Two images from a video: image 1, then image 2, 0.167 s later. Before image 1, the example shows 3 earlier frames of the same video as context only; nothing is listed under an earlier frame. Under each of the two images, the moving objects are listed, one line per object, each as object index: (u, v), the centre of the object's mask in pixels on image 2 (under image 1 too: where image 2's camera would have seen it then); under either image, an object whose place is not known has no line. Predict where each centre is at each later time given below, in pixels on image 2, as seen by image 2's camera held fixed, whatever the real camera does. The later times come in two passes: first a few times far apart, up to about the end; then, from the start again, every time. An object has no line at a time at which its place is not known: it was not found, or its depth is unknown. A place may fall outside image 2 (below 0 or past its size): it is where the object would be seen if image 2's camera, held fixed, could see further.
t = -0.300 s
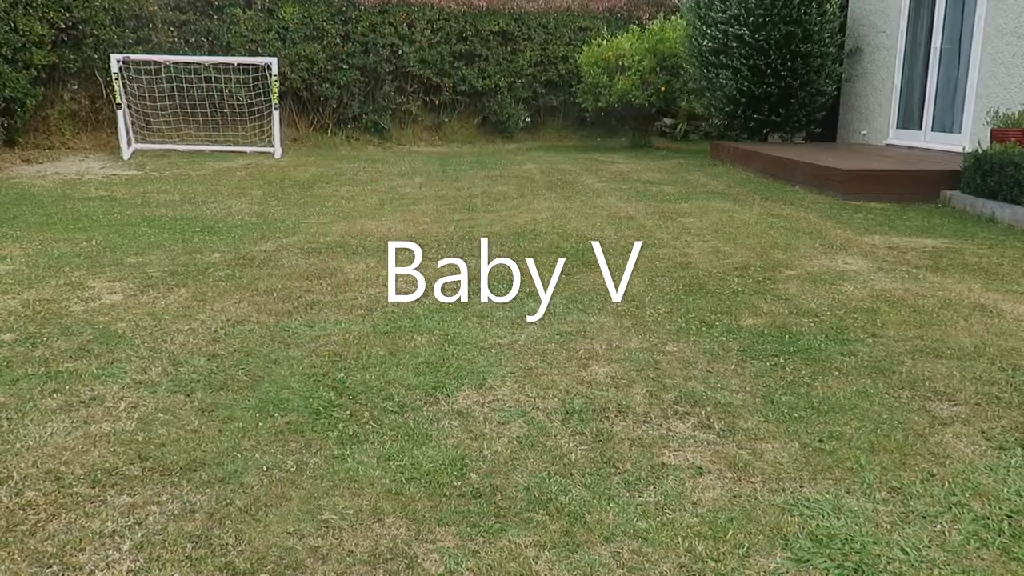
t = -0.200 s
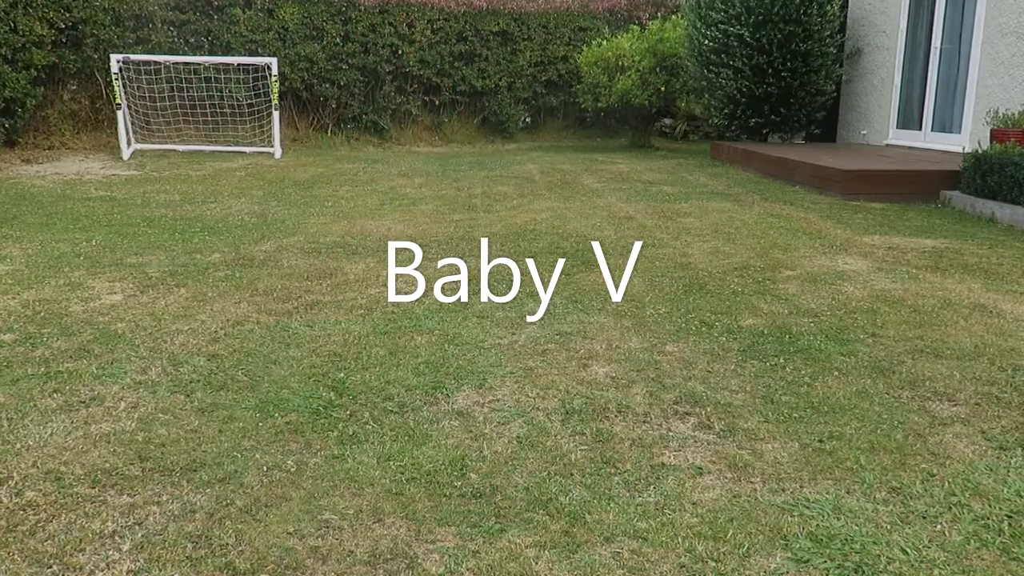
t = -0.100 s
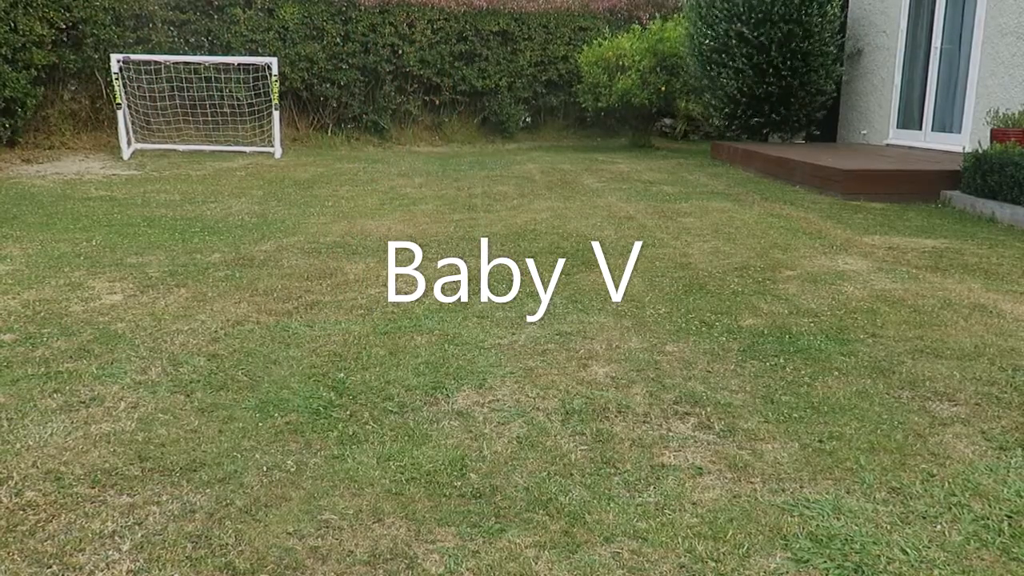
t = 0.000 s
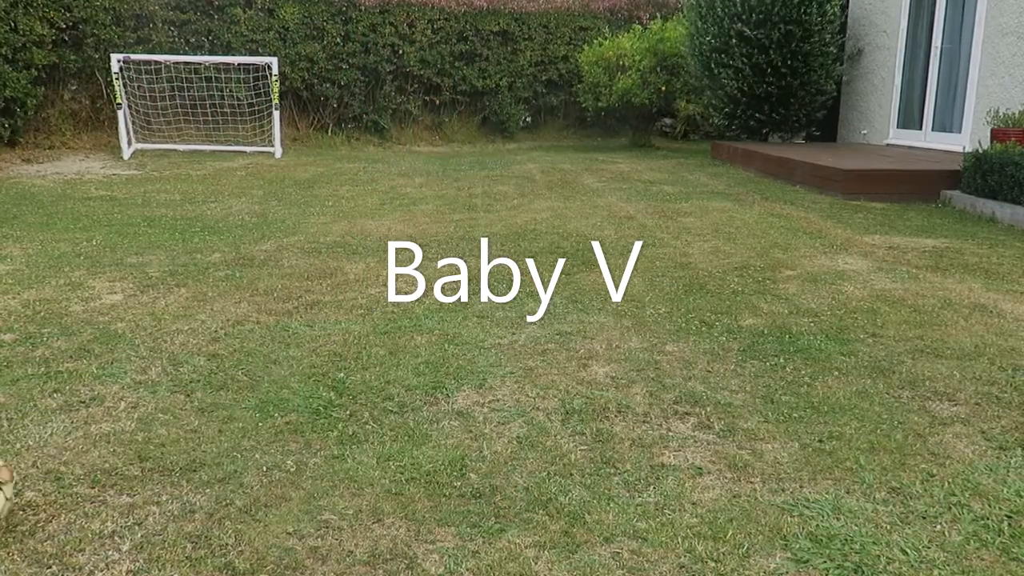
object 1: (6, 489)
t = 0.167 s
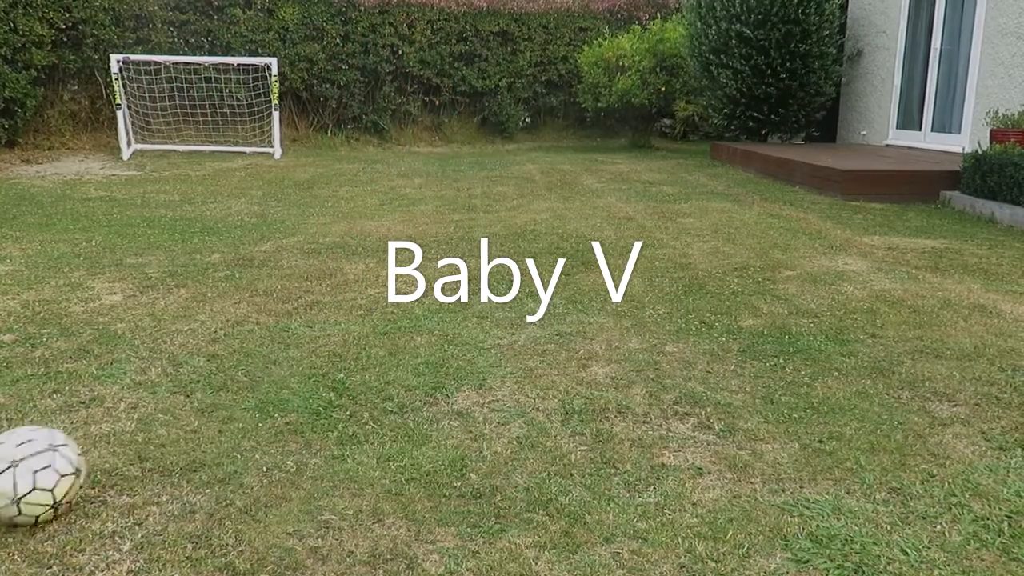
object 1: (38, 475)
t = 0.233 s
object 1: (54, 466)
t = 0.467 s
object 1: (138, 446)
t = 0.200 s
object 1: (46, 470)
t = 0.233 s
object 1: (54, 466)
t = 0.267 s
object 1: (67, 463)
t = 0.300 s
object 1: (80, 461)
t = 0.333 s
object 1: (92, 459)
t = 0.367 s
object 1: (104, 456)
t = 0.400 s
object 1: (116, 452)
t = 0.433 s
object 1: (127, 448)
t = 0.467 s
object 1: (138, 446)
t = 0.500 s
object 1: (148, 444)
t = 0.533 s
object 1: (159, 442)
